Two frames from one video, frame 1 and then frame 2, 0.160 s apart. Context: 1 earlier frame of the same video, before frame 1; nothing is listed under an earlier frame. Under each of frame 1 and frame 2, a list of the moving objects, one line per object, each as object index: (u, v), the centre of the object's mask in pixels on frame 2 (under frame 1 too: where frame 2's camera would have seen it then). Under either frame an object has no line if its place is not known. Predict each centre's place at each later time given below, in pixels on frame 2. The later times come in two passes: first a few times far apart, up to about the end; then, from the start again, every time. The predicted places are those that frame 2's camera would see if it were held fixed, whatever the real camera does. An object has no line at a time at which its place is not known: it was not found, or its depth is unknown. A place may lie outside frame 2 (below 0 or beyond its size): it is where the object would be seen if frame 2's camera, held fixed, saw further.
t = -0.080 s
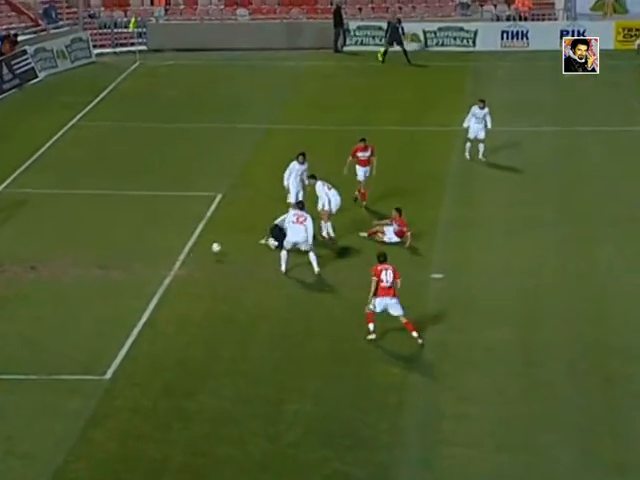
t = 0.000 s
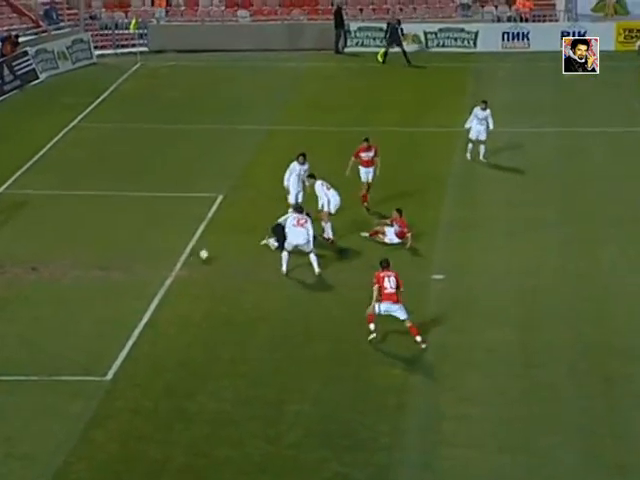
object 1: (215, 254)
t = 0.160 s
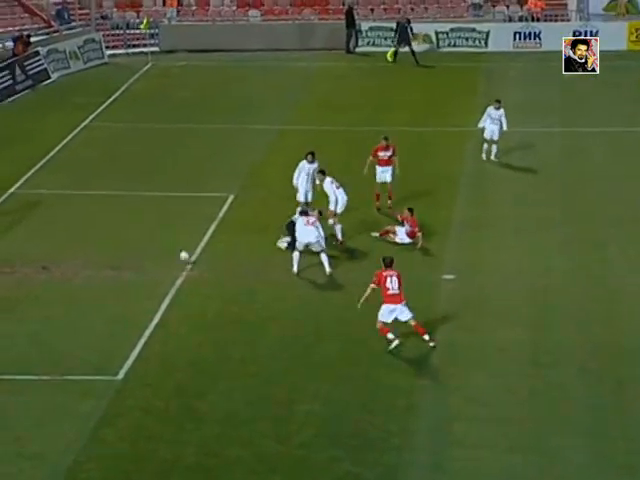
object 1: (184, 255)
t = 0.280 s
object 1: (164, 260)
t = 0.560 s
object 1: (112, 271)
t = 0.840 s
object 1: (63, 278)
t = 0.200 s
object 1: (180, 256)
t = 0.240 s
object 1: (172, 257)
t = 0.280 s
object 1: (164, 260)
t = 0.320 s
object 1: (157, 262)
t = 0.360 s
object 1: (149, 267)
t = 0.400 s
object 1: (145, 267)
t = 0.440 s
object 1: (137, 267)
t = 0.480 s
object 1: (128, 269)
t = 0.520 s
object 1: (121, 270)
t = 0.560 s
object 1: (112, 271)
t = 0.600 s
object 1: (104, 272)
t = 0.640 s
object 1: (100, 272)
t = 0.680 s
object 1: (92, 273)
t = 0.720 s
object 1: (84, 275)
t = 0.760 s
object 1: (75, 275)
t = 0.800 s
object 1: (67, 277)
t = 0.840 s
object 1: (63, 278)
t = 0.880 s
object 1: (55, 278)
